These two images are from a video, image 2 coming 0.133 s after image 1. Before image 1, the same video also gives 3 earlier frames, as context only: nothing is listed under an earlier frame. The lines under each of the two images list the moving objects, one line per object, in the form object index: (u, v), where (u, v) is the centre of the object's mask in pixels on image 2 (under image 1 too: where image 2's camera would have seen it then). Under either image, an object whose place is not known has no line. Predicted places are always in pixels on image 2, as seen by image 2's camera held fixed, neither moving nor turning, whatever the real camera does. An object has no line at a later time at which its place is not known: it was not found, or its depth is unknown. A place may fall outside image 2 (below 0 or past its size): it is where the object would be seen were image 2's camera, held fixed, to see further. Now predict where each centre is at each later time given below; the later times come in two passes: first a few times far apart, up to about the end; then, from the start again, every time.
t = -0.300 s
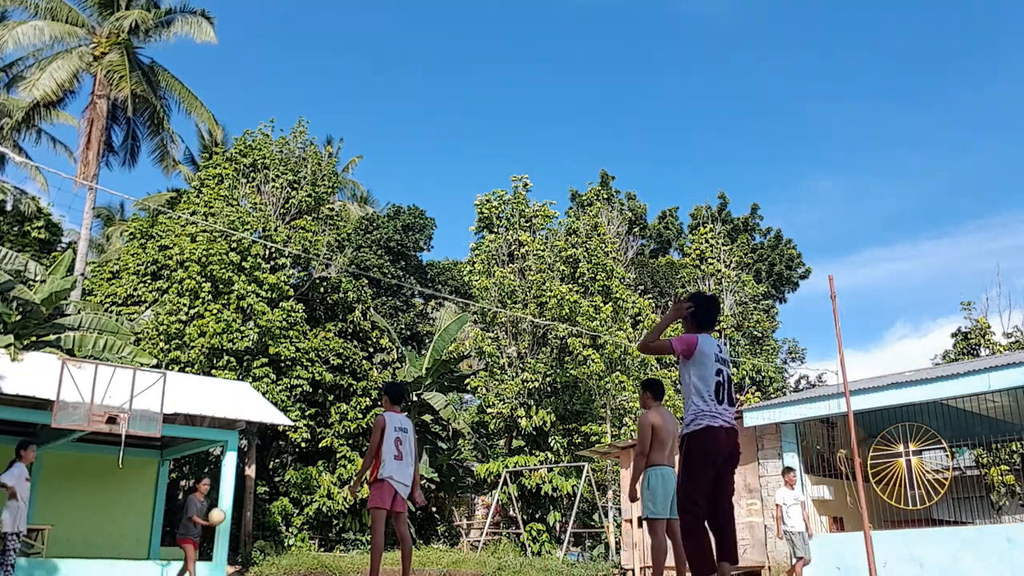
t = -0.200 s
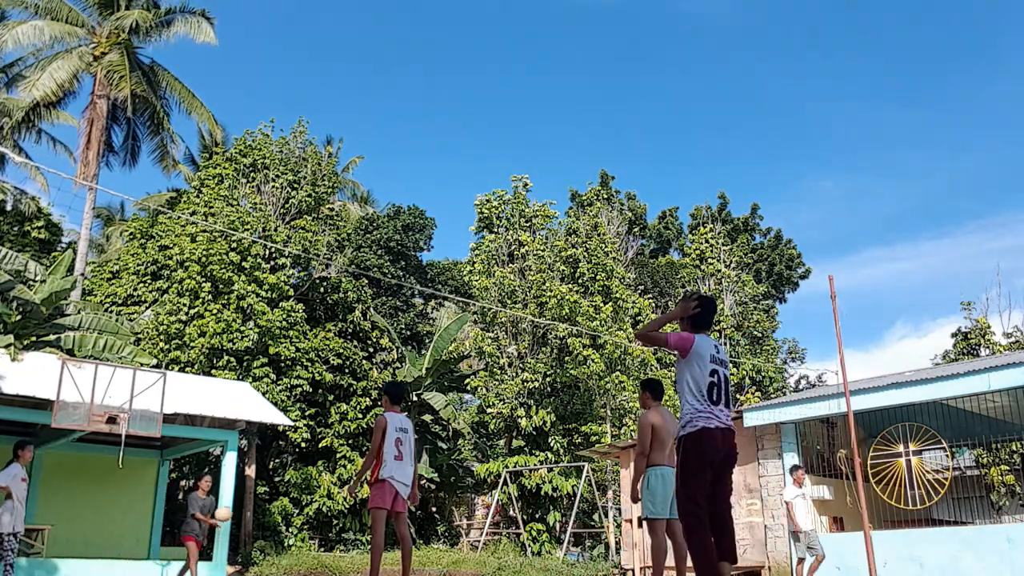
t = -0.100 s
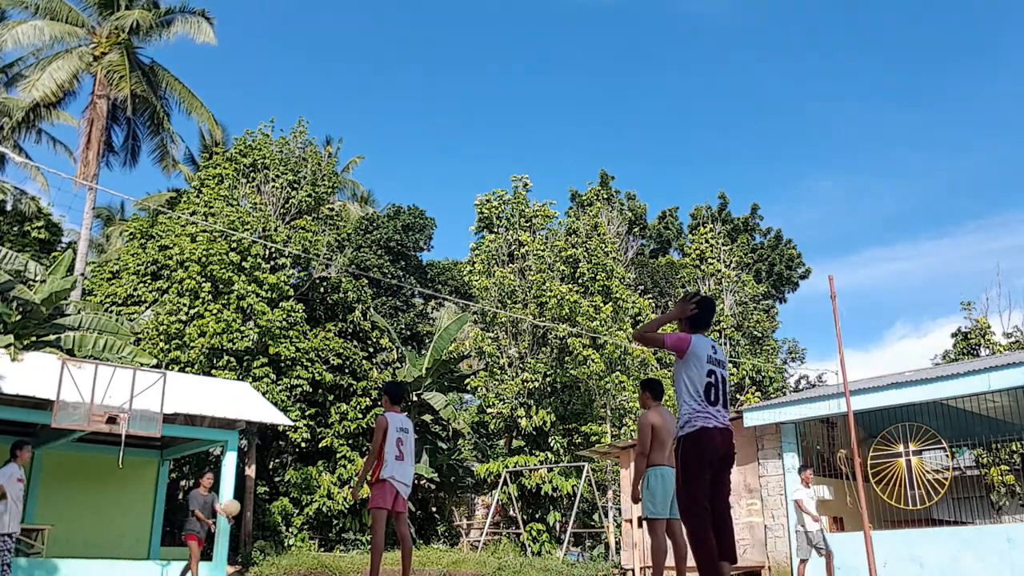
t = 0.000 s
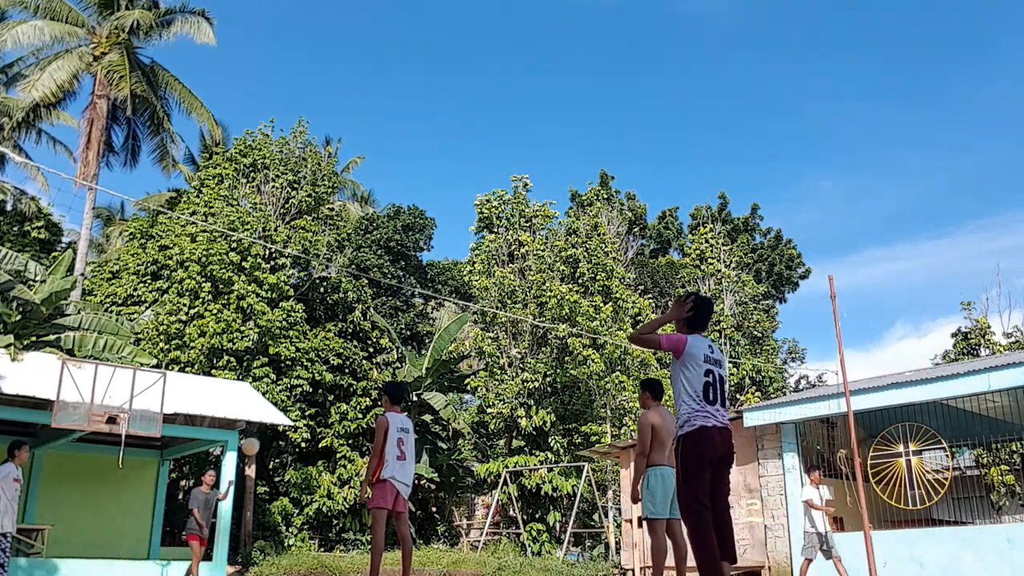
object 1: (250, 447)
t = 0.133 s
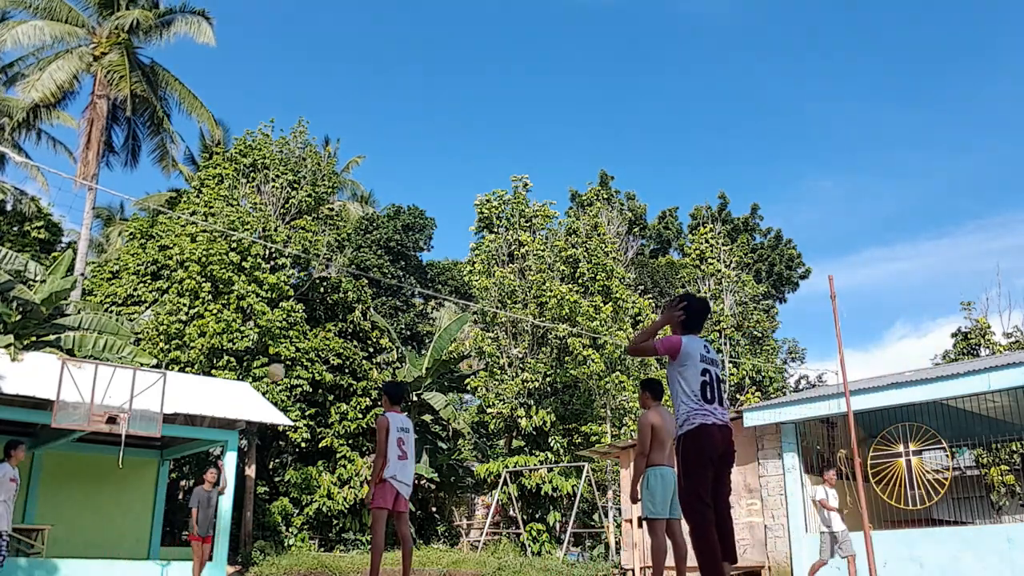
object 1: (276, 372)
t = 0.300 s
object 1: (307, 293)
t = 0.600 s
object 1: (368, 187)
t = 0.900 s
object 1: (440, 150)
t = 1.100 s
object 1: (506, 183)
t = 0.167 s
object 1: (281, 356)
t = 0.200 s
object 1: (288, 339)
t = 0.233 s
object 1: (295, 323)
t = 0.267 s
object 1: (301, 307)
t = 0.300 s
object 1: (307, 293)
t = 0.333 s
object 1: (313, 278)
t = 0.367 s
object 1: (320, 266)
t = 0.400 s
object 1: (326, 251)
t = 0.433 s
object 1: (333, 239)
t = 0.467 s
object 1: (339, 226)
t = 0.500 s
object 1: (346, 216)
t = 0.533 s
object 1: (353, 206)
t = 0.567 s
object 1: (360, 195)
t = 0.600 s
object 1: (368, 187)
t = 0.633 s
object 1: (375, 179)
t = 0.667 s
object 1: (382, 172)
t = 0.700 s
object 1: (390, 166)
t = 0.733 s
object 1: (398, 160)
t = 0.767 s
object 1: (406, 156)
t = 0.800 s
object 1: (414, 153)
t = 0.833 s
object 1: (422, 151)
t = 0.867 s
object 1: (431, 150)
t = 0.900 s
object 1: (440, 150)
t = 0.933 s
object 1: (450, 152)
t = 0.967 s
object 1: (460, 155)
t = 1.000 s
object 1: (471, 159)
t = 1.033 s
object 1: (482, 166)
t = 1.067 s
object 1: (494, 174)
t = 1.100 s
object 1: (506, 183)
